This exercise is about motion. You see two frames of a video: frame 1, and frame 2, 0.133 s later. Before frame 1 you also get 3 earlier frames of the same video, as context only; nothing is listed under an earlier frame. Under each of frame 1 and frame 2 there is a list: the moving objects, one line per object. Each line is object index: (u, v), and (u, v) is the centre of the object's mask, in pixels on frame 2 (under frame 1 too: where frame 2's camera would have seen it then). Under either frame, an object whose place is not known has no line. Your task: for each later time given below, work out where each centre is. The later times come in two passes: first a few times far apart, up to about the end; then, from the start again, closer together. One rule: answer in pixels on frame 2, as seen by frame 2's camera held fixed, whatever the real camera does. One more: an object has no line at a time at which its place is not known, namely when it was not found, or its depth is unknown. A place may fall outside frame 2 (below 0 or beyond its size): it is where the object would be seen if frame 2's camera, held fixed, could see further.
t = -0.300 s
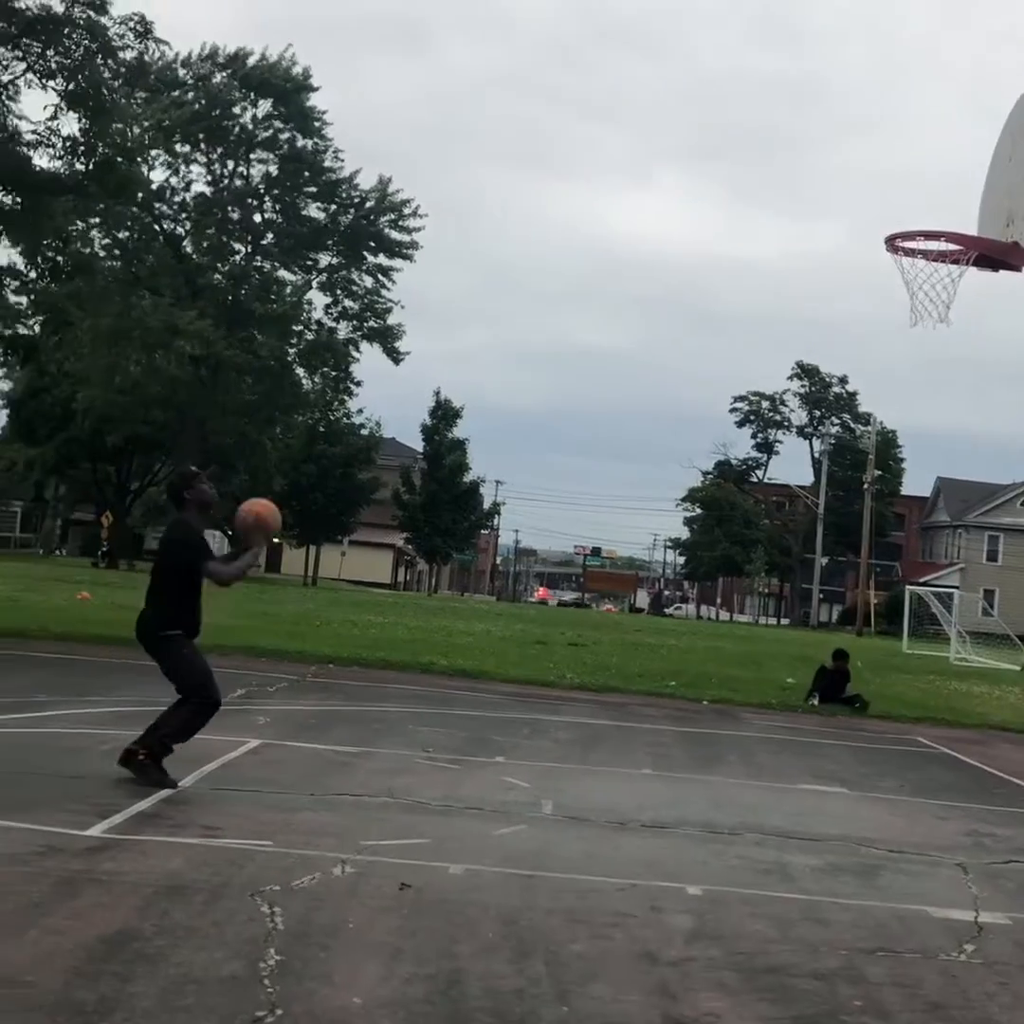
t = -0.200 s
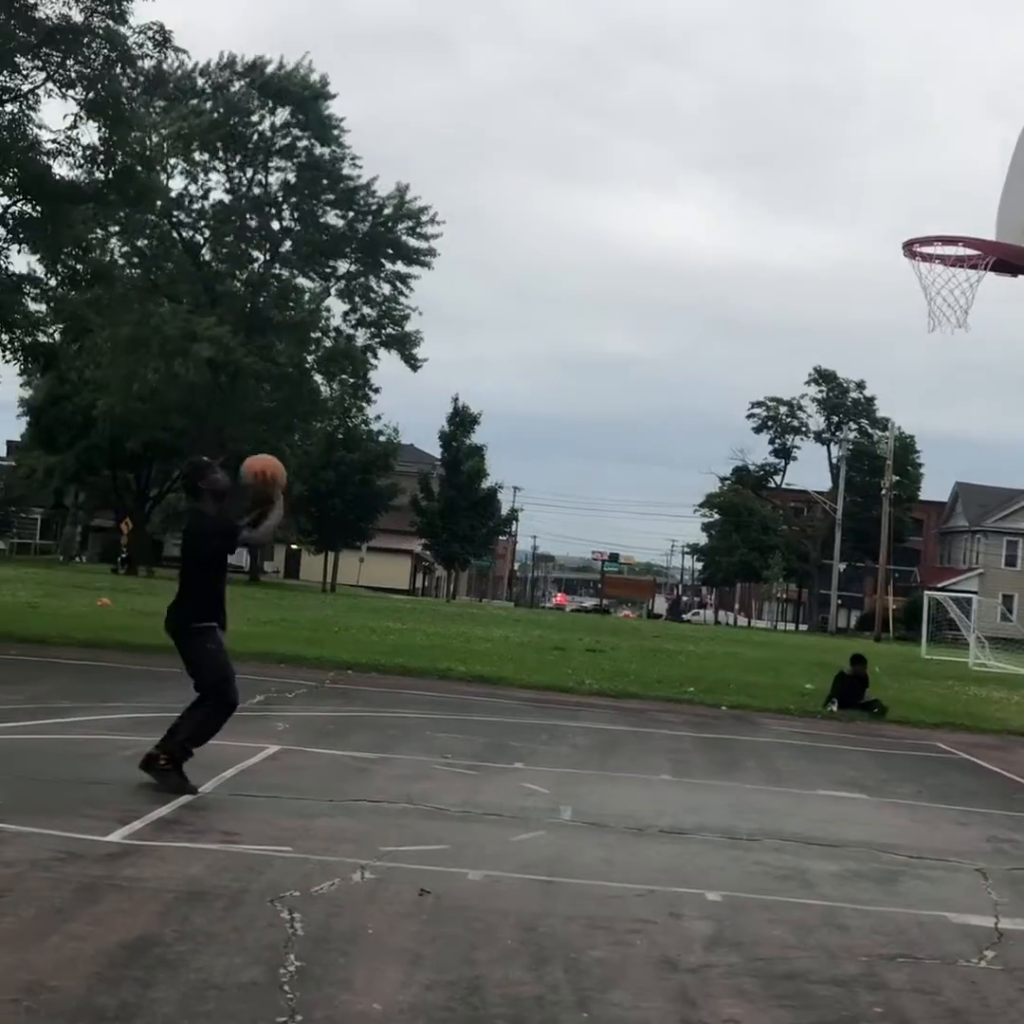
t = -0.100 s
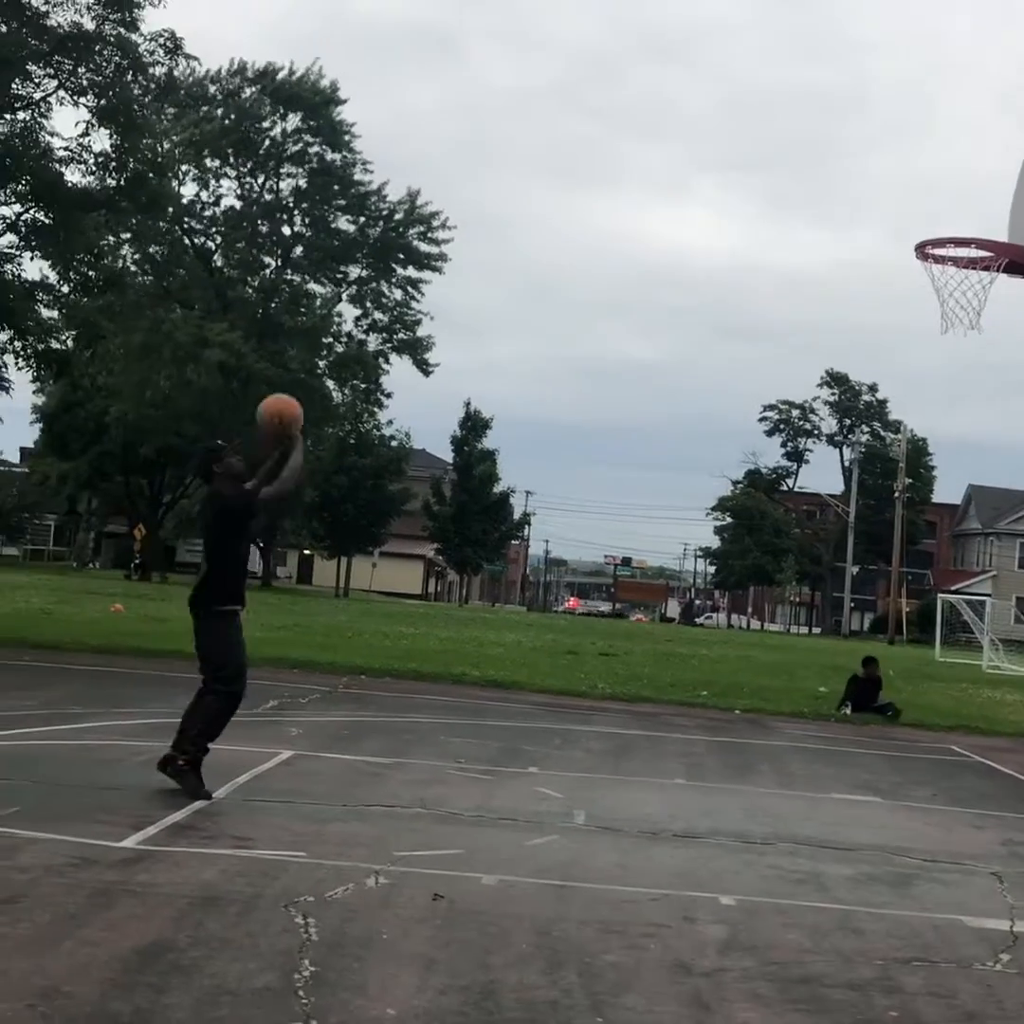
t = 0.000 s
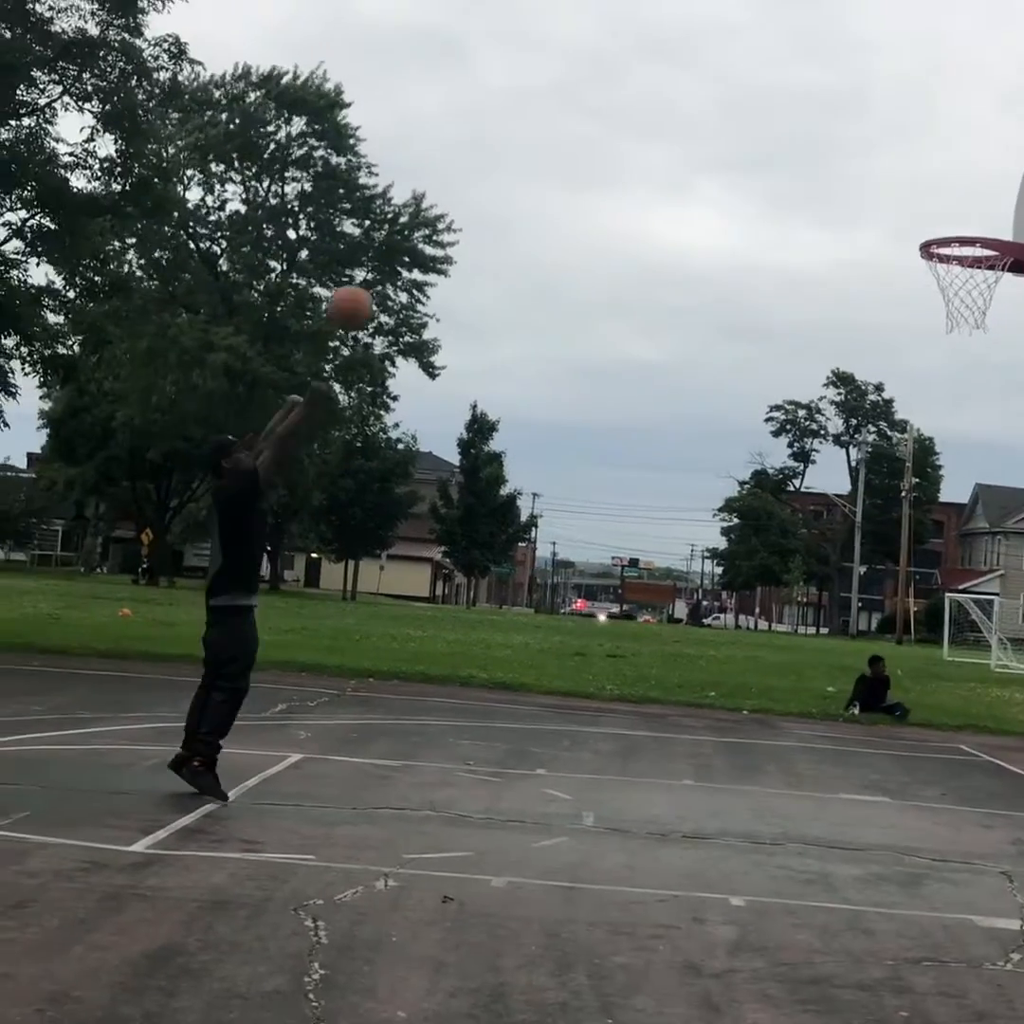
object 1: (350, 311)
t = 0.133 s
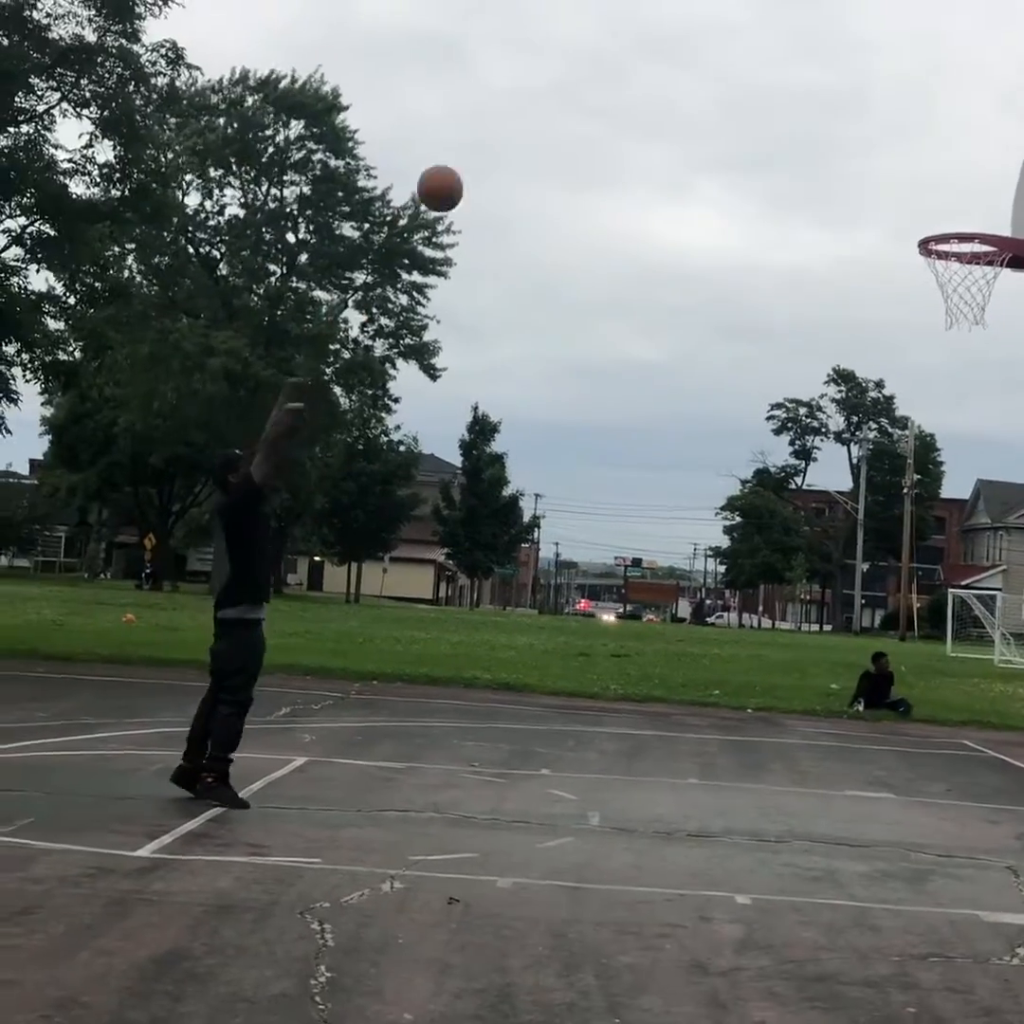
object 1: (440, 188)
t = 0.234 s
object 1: (504, 118)
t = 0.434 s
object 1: (630, 34)
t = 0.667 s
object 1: (769, 29)
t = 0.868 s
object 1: (882, 105)
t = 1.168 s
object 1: (956, 321)
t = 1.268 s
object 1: (920, 403)
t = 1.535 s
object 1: (834, 715)
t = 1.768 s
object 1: (755, 653)
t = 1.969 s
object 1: (684, 526)
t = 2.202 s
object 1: (597, 475)
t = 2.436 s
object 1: (500, 532)
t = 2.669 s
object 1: (399, 707)
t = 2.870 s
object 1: (329, 721)
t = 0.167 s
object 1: (461, 163)
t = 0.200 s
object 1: (483, 139)
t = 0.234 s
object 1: (504, 118)
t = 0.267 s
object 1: (526, 99)
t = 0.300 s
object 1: (546, 81)
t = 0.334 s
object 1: (568, 66)
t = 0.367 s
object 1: (588, 53)
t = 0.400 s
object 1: (609, 42)
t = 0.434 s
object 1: (630, 34)
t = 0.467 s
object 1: (650, 27)
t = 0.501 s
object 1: (670, 24)
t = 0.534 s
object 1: (690, 22)
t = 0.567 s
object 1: (710, 21)
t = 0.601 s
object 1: (730, 22)
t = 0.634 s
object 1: (749, 24)
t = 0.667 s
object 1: (769, 29)
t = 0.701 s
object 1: (788, 37)
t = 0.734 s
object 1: (807, 46)
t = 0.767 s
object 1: (826, 58)
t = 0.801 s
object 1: (844, 72)
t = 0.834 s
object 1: (864, 87)
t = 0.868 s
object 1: (882, 105)
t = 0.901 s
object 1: (900, 124)
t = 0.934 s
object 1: (918, 147)
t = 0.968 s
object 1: (937, 170)
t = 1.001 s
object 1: (955, 195)
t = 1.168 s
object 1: (956, 321)
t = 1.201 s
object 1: (945, 346)
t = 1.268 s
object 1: (920, 403)
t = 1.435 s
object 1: (866, 581)
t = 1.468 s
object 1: (855, 624)
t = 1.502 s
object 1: (844, 668)
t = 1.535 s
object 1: (834, 715)
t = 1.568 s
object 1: (824, 765)
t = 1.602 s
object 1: (814, 815)
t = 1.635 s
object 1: (803, 781)
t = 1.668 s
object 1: (791, 745)
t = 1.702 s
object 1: (780, 712)
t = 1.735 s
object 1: (766, 681)
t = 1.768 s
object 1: (755, 653)
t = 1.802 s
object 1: (743, 627)
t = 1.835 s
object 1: (731, 601)
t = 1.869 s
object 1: (719, 578)
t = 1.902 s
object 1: (708, 559)
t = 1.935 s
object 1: (696, 542)
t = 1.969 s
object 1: (684, 526)
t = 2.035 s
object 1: (661, 501)
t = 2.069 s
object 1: (648, 491)
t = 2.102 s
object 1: (636, 484)
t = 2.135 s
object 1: (623, 479)
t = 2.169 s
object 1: (611, 476)
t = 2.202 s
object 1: (597, 475)
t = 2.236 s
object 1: (584, 477)
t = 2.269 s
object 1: (570, 481)
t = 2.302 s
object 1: (557, 487)
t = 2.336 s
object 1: (543, 496)
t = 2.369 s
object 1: (528, 507)
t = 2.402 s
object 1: (514, 520)
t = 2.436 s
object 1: (500, 532)
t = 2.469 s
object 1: (485, 551)
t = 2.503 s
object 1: (471, 570)
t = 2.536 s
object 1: (458, 594)
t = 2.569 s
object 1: (444, 619)
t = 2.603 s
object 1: (429, 645)
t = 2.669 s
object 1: (399, 707)
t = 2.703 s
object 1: (384, 742)
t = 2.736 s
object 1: (368, 780)
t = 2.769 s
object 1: (354, 804)
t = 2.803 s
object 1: (345, 775)
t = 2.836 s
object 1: (336, 747)
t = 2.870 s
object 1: (329, 721)
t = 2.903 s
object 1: (320, 697)
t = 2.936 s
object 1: (310, 676)
